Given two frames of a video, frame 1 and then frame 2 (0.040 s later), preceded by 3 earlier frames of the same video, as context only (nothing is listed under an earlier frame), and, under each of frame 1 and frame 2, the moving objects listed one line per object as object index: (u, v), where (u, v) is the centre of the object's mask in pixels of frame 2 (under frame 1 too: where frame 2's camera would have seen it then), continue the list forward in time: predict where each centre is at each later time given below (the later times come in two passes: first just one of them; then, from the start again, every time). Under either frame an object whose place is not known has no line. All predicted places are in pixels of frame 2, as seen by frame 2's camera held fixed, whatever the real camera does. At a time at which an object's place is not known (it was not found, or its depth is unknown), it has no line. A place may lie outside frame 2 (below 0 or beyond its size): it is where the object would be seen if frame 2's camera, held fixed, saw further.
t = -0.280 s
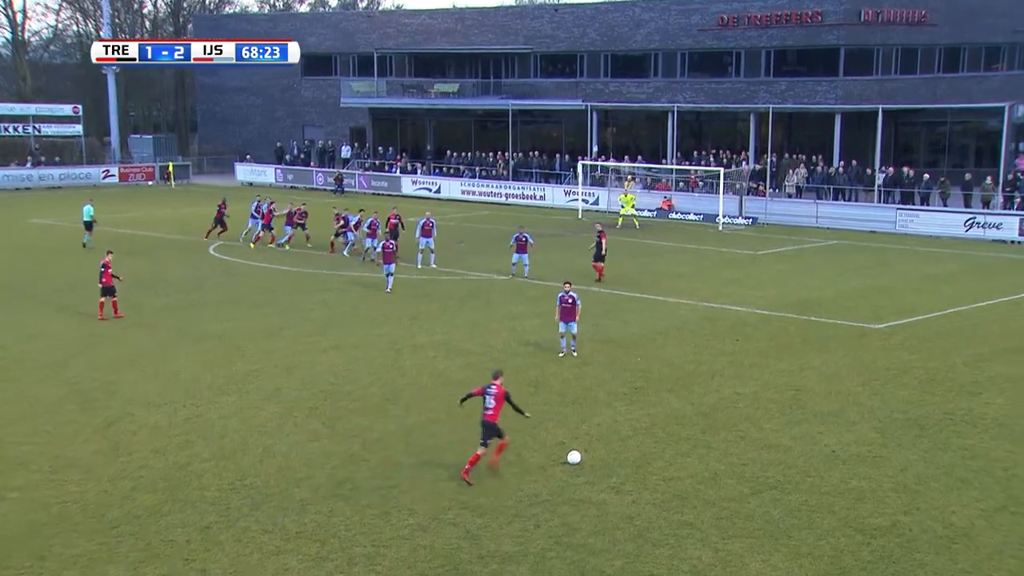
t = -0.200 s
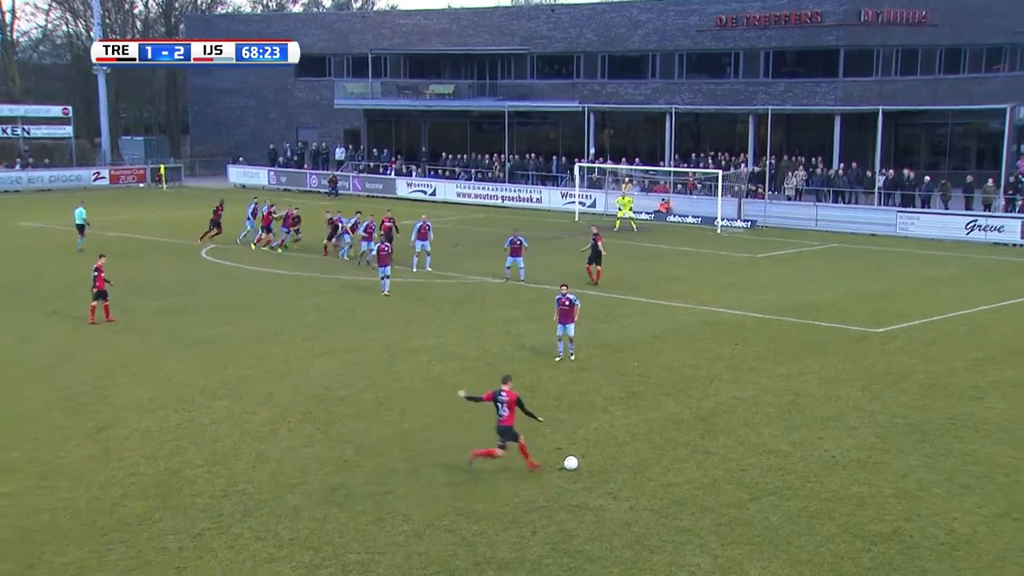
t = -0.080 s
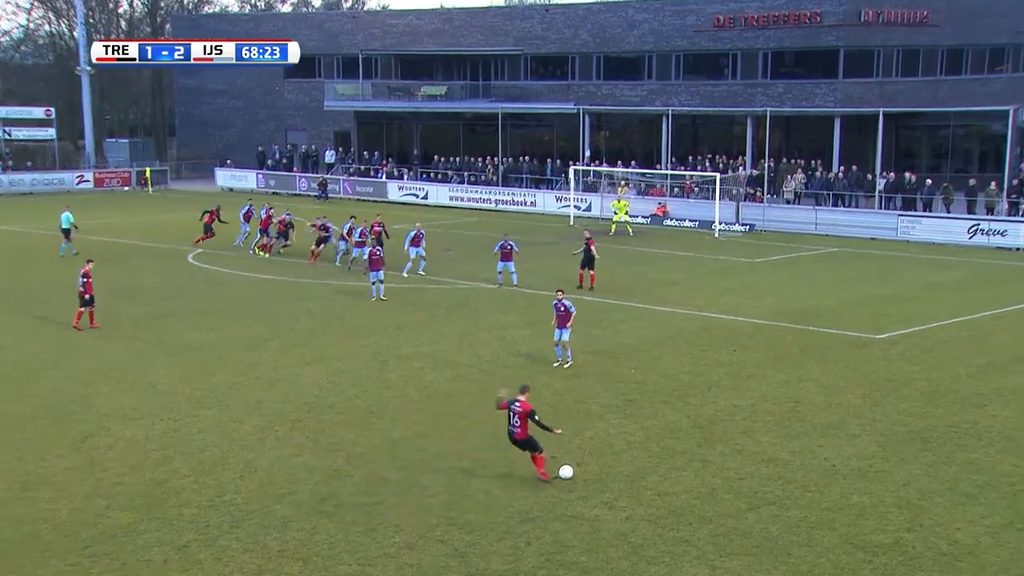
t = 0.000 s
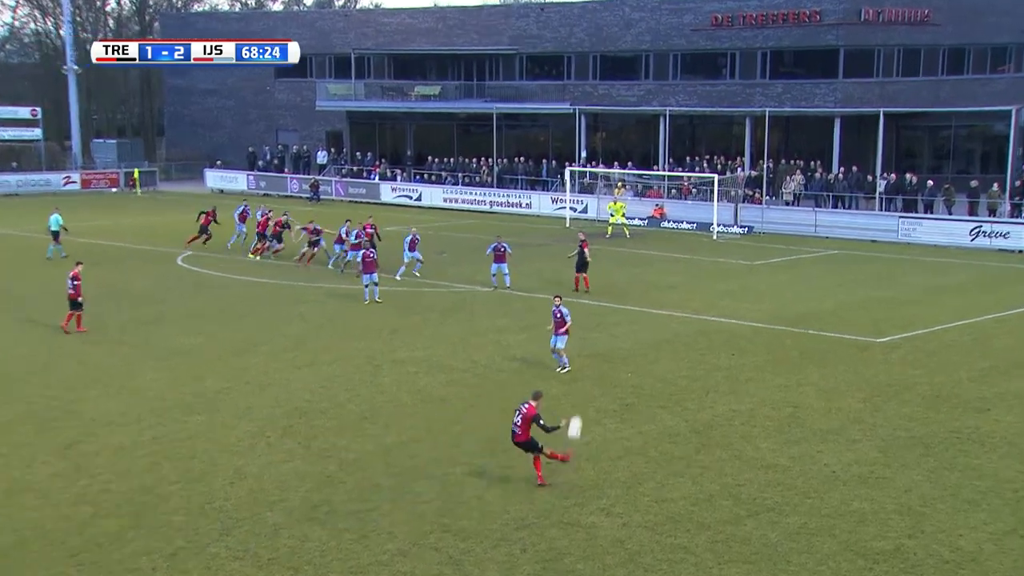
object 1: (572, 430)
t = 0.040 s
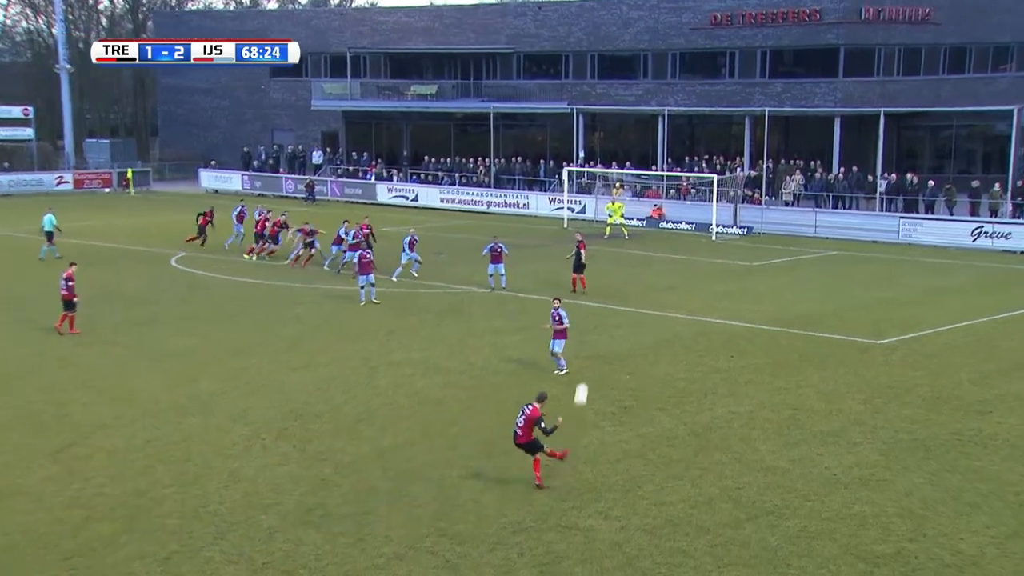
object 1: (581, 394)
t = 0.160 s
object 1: (597, 310)
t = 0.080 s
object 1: (588, 363)
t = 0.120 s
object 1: (593, 334)
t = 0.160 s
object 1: (597, 310)
